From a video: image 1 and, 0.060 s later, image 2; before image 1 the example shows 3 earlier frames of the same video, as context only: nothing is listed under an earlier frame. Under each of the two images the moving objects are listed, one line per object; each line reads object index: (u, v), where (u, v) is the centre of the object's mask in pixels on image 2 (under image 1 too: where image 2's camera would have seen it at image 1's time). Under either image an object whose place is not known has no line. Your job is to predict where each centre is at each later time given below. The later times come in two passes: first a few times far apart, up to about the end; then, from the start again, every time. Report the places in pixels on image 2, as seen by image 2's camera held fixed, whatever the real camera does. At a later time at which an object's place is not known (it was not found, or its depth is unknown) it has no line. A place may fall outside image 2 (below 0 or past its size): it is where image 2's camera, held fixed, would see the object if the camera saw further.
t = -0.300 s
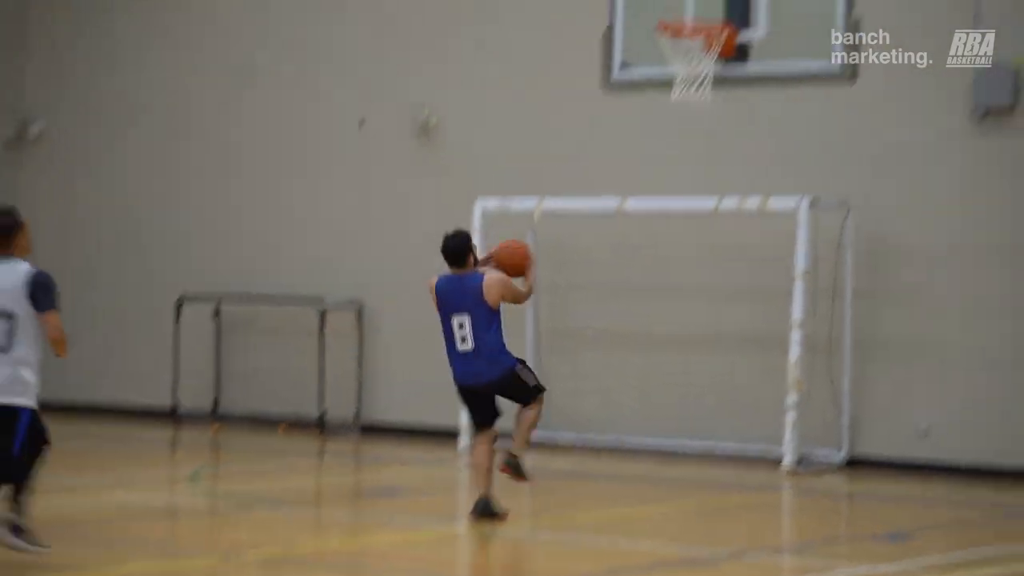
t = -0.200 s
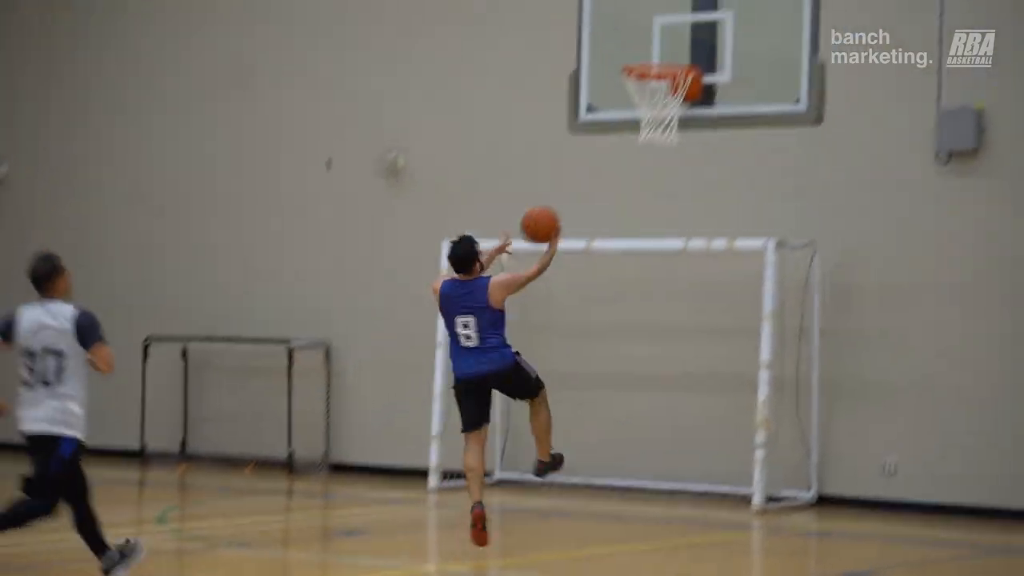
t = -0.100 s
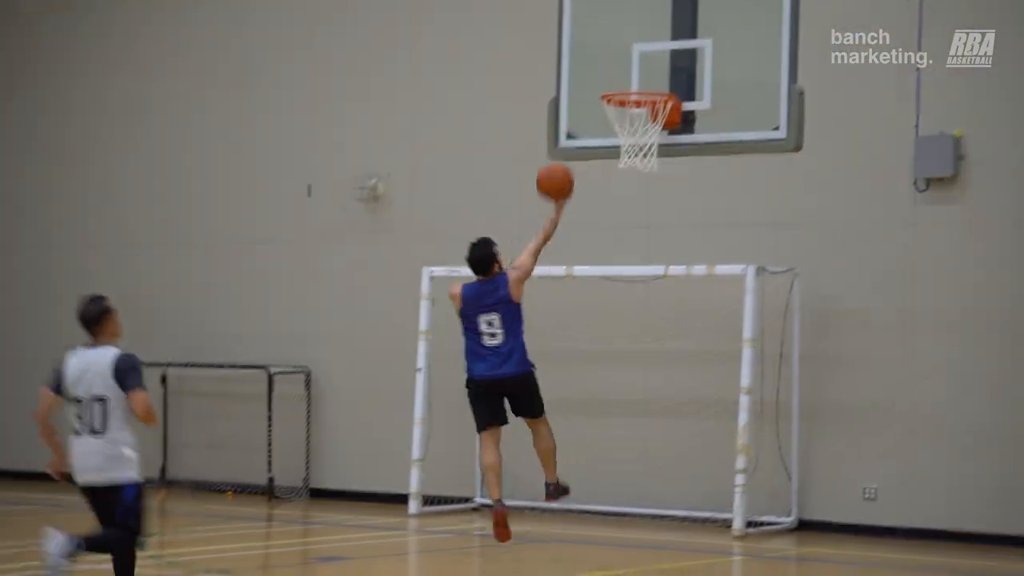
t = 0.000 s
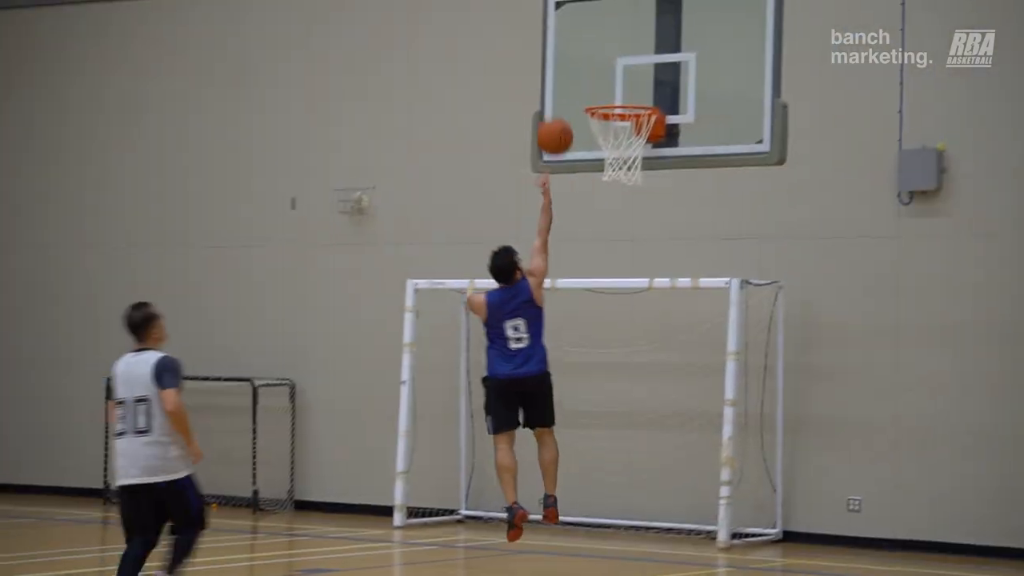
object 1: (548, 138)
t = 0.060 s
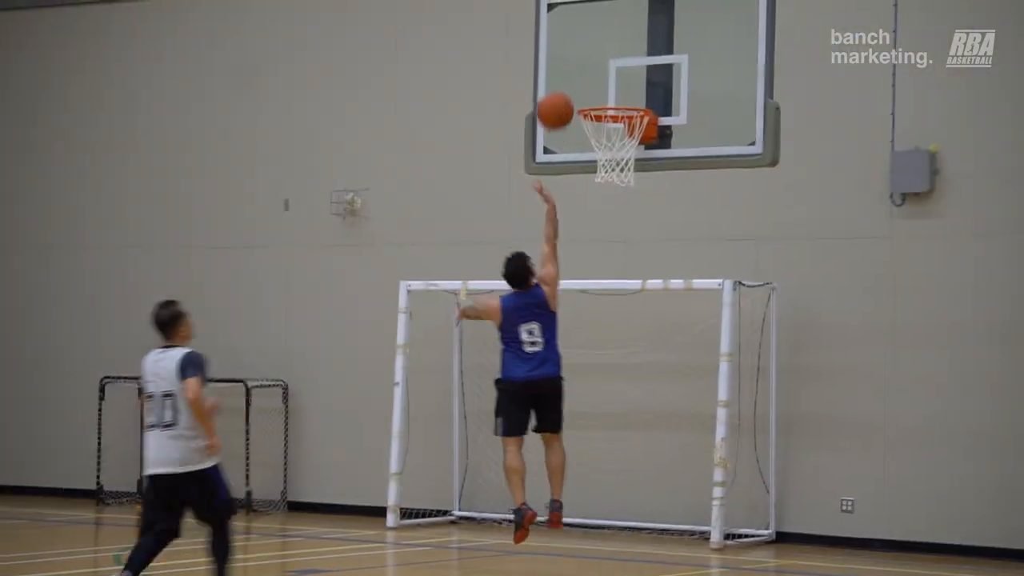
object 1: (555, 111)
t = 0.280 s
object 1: (581, 58)
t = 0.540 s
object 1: (611, 88)
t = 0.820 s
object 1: (632, 64)
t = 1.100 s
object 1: (618, 101)
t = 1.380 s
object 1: (584, 151)
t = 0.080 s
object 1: (558, 103)
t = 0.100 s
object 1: (560, 96)
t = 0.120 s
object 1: (562, 89)
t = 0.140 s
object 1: (564, 83)
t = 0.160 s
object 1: (567, 77)
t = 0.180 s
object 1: (570, 73)
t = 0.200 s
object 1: (572, 69)
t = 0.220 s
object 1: (574, 65)
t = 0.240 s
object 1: (576, 62)
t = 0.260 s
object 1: (579, 60)
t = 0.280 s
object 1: (581, 58)
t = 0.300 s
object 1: (583, 57)
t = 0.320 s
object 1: (586, 56)
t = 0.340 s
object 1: (588, 56)
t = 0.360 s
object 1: (590, 57)
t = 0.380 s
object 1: (592, 58)
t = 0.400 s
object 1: (595, 60)
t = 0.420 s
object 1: (597, 62)
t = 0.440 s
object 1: (599, 65)
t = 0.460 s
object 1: (601, 69)
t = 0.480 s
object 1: (604, 73)
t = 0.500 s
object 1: (606, 77)
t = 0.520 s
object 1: (608, 83)
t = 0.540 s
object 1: (611, 88)
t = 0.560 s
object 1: (613, 92)
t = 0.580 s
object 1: (616, 92)
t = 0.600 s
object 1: (619, 88)
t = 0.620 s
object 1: (623, 84)
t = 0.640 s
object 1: (627, 80)
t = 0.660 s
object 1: (630, 76)
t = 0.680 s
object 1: (632, 73)
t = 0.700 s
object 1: (632, 70)
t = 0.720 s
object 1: (632, 68)
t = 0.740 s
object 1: (632, 66)
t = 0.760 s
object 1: (632, 65)
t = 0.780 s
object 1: (632, 64)
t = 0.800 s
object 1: (632, 64)
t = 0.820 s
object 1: (632, 64)
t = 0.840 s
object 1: (632, 65)
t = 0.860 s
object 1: (632, 67)
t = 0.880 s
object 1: (632, 69)
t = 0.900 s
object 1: (632, 72)
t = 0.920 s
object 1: (632, 75)
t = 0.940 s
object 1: (632, 78)
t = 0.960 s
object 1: (632, 83)
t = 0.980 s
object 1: (632, 88)
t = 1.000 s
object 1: (632, 92)
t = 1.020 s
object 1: (633, 96)
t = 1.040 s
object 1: (630, 98)
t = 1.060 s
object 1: (625, 98)
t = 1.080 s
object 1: (622, 99)
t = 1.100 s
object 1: (618, 101)
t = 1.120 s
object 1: (613, 114)
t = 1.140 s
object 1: (608, 120)
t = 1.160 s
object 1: (603, 125)
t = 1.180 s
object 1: (597, 129)
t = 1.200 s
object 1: (594, 132)
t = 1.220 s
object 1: (591, 135)
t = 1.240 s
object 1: (588, 139)
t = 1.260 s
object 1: (586, 141)
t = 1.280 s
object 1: (585, 144)
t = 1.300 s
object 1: (583, 145)
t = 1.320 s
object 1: (583, 146)
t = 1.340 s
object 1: (583, 147)
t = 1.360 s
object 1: (584, 150)
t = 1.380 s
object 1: (584, 151)
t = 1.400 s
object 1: (584, 154)
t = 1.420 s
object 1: (585, 157)
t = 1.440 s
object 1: (586, 163)
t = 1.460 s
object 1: (586, 167)
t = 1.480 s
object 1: (586, 176)
